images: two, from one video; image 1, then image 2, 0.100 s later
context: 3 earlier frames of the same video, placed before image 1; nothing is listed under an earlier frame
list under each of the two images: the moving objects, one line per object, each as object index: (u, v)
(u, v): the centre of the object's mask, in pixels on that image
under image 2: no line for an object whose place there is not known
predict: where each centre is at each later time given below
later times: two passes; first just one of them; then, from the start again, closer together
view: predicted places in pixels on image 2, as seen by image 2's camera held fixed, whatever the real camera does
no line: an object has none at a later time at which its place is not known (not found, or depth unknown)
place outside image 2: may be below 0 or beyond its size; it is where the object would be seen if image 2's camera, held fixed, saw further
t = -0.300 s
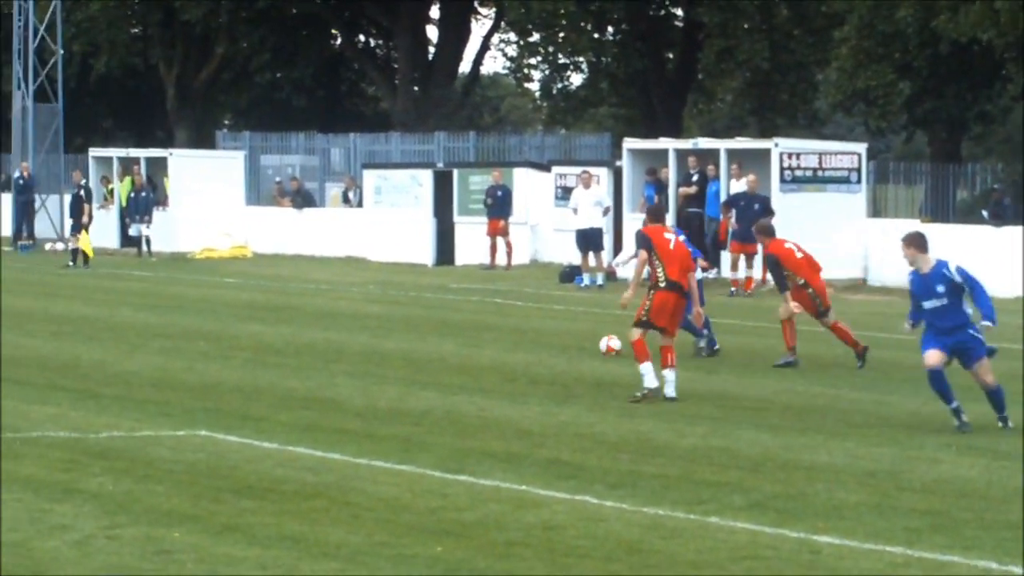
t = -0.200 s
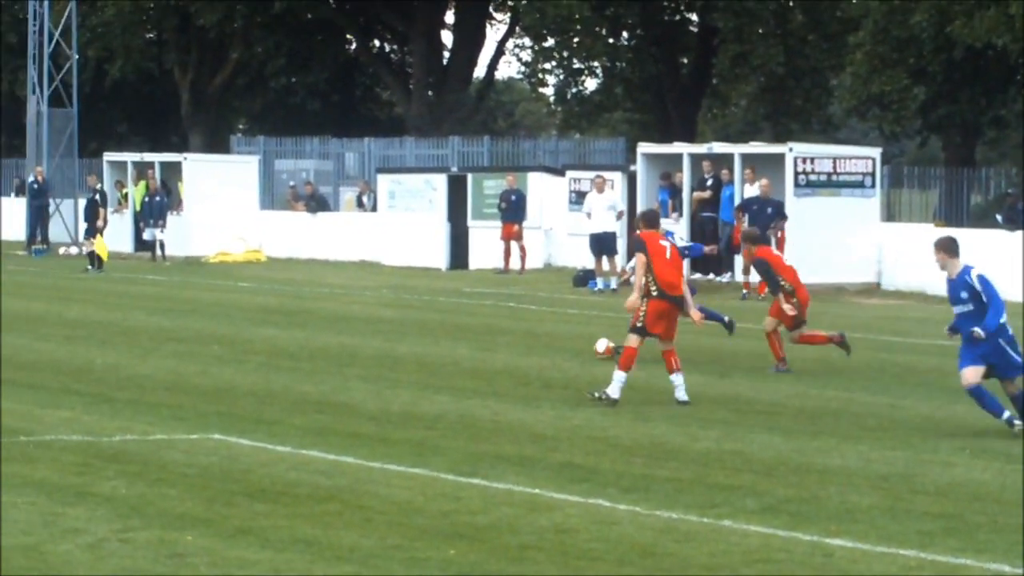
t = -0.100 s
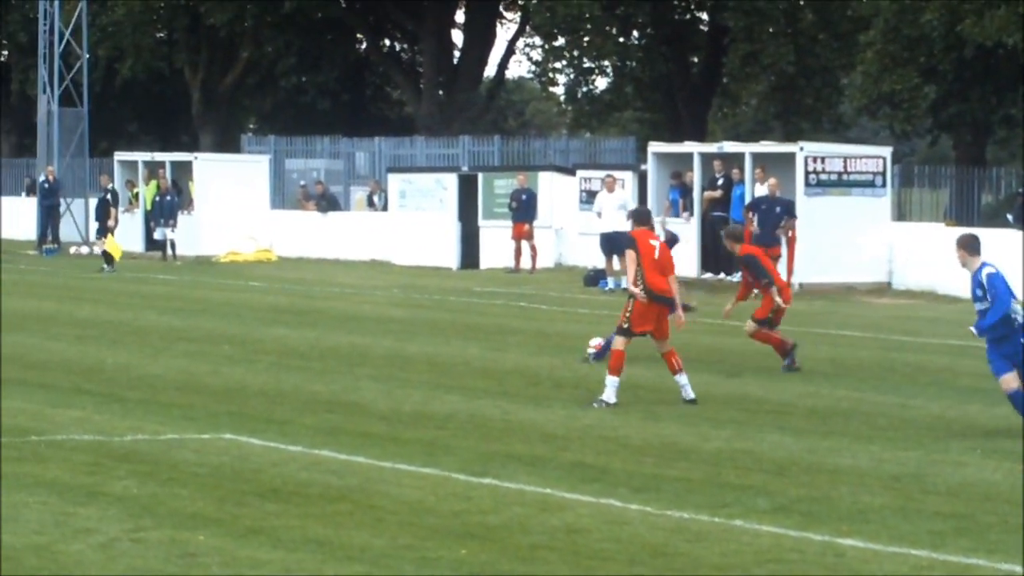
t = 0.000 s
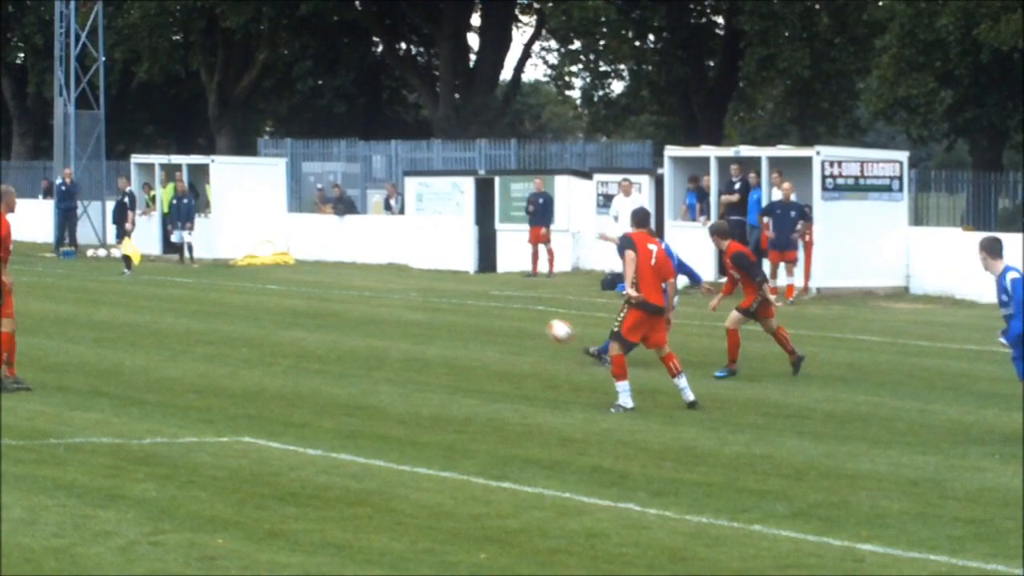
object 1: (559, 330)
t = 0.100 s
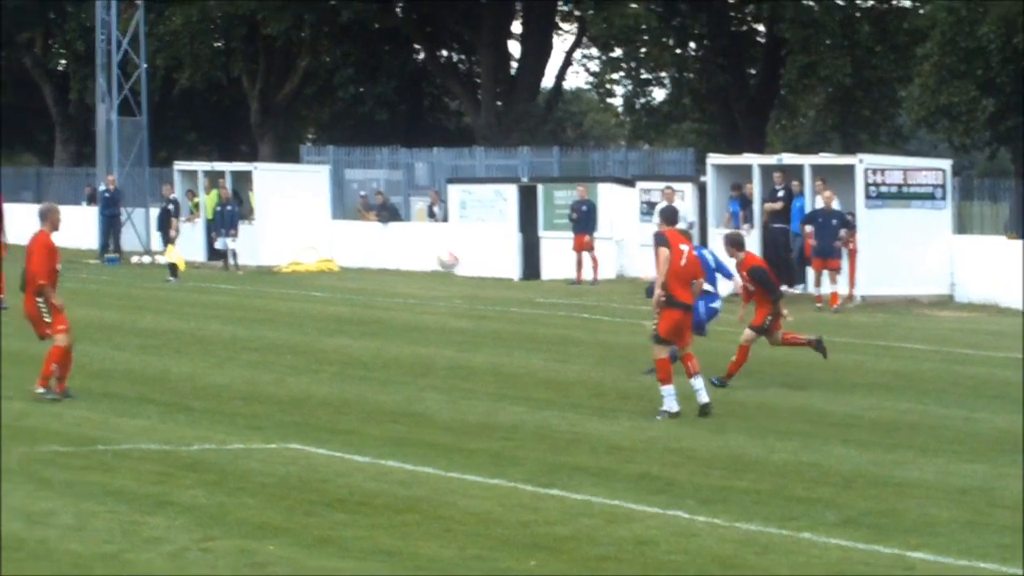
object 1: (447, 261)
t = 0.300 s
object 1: (108, 88)
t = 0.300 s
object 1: (108, 88)
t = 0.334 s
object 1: (43, 55)
